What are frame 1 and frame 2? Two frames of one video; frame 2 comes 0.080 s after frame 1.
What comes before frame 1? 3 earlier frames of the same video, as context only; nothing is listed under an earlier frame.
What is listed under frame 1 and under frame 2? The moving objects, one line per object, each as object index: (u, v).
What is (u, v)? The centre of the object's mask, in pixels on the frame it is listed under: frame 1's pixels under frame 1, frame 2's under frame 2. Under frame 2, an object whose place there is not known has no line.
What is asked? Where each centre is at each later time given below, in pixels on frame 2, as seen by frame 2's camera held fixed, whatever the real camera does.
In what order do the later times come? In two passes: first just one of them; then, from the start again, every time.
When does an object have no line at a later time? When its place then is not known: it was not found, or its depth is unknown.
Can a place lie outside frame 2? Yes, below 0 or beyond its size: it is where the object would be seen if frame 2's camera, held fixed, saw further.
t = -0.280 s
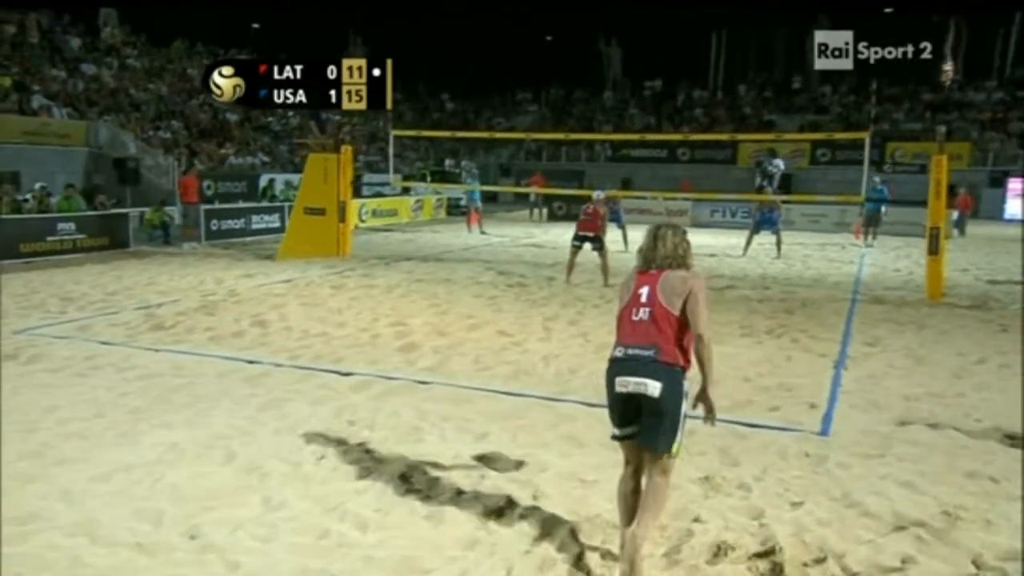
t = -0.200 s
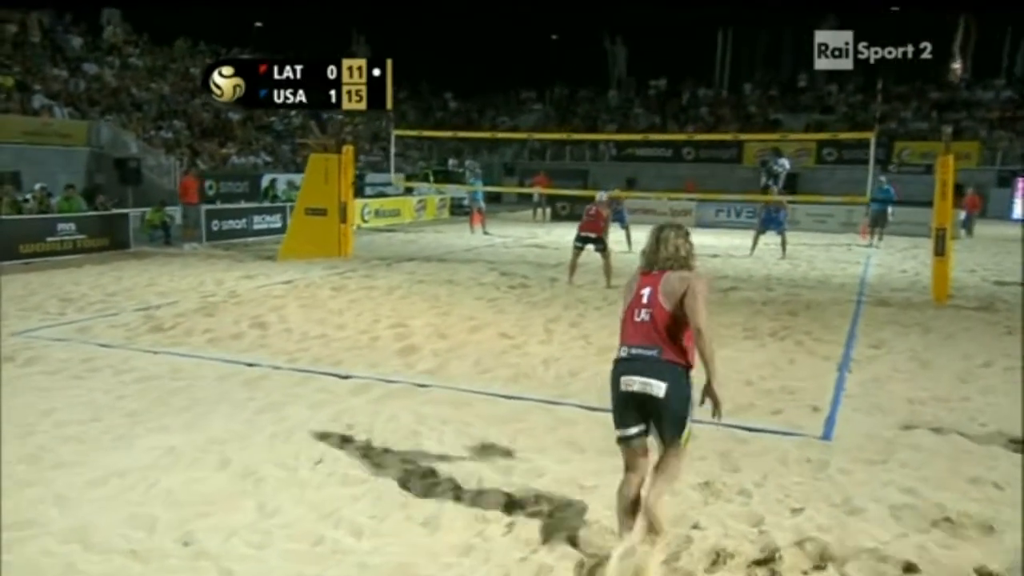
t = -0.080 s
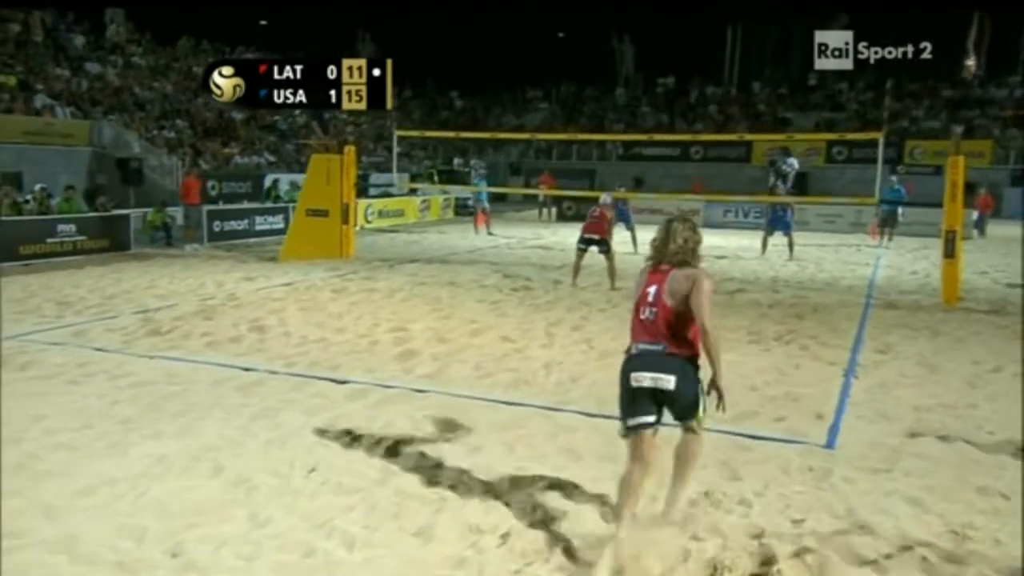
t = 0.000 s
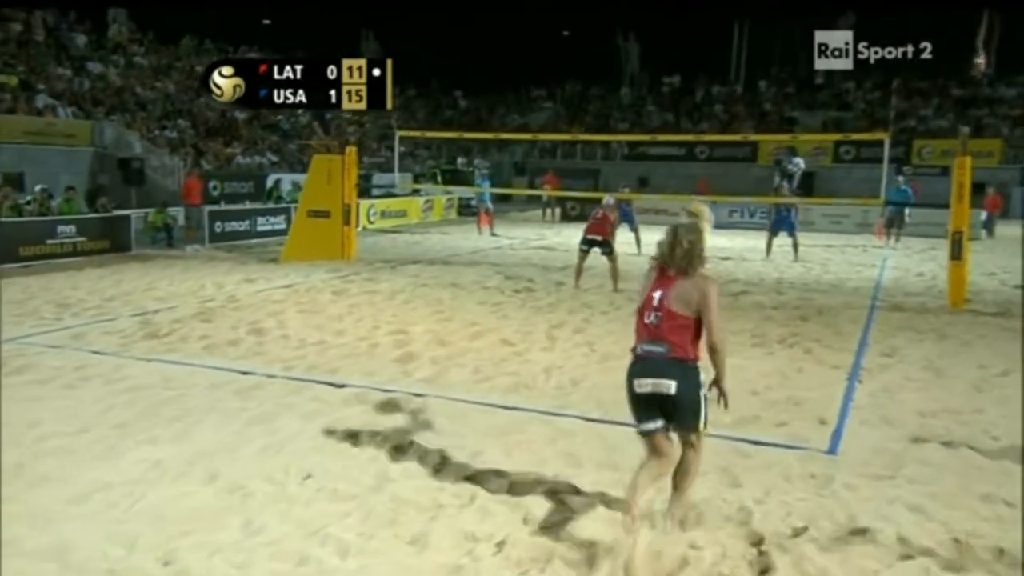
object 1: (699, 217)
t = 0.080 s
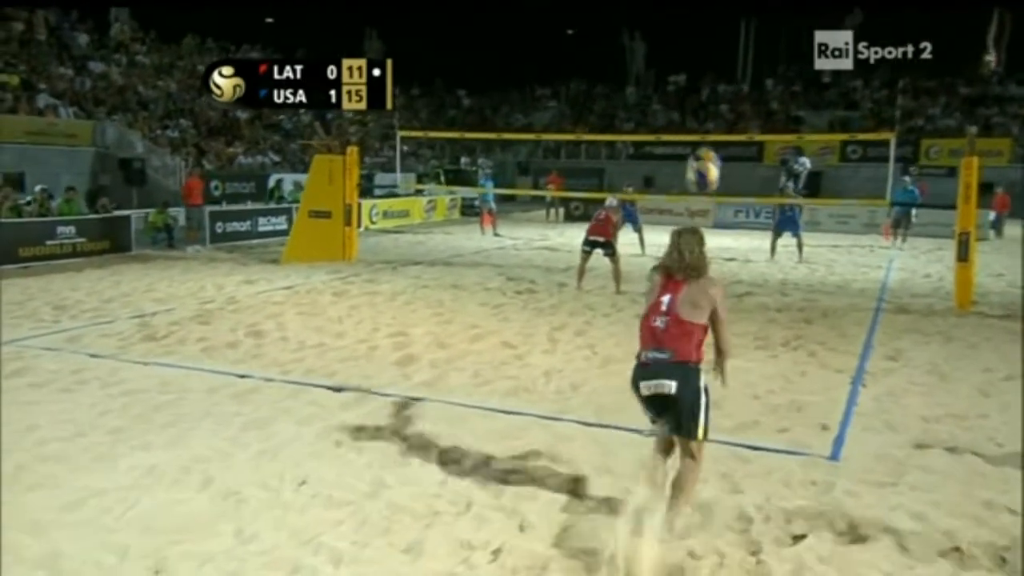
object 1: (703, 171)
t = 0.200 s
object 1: (702, 112)
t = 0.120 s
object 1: (703, 149)
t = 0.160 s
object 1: (703, 129)
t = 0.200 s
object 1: (702, 112)
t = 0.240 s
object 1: (701, 99)
